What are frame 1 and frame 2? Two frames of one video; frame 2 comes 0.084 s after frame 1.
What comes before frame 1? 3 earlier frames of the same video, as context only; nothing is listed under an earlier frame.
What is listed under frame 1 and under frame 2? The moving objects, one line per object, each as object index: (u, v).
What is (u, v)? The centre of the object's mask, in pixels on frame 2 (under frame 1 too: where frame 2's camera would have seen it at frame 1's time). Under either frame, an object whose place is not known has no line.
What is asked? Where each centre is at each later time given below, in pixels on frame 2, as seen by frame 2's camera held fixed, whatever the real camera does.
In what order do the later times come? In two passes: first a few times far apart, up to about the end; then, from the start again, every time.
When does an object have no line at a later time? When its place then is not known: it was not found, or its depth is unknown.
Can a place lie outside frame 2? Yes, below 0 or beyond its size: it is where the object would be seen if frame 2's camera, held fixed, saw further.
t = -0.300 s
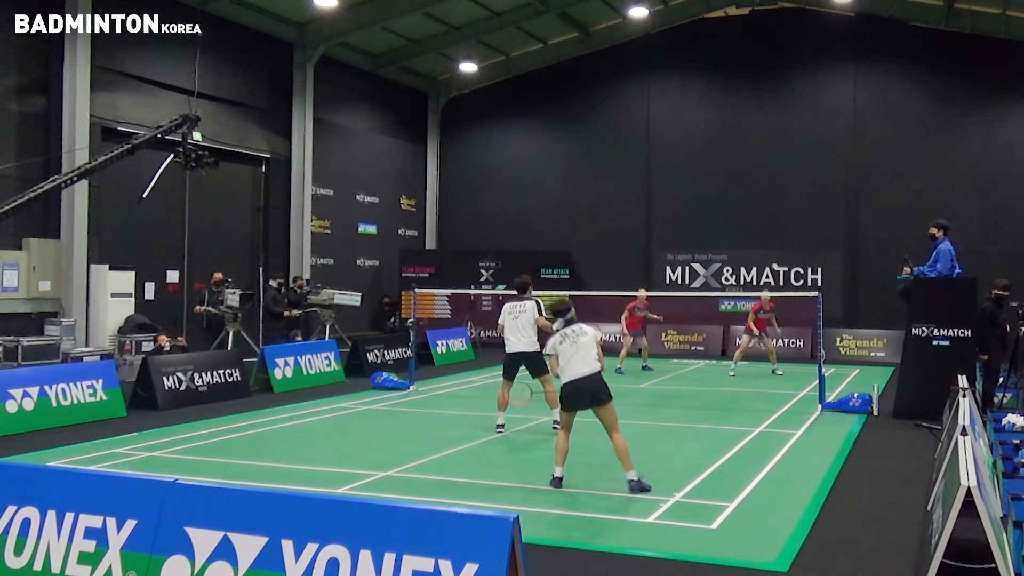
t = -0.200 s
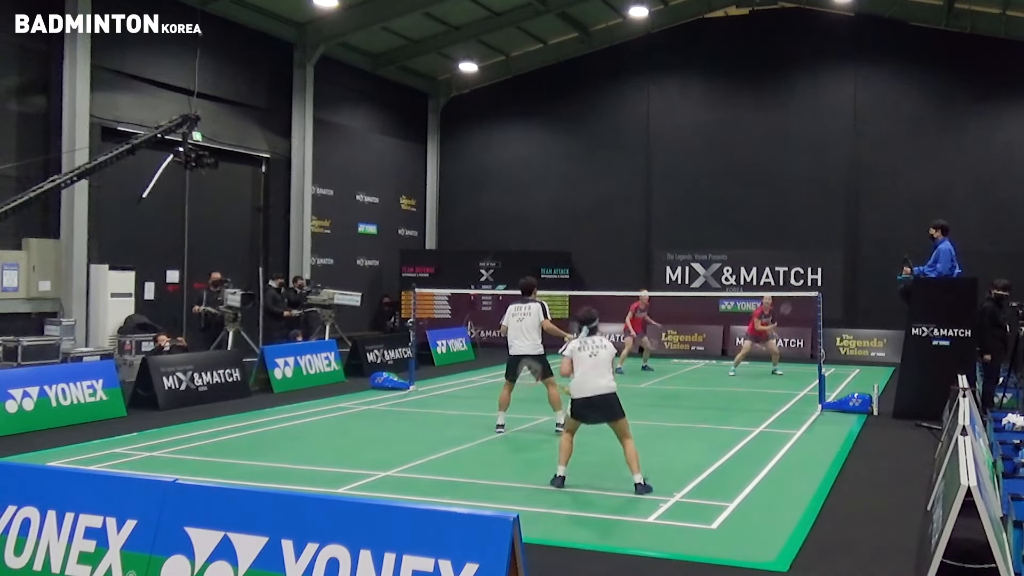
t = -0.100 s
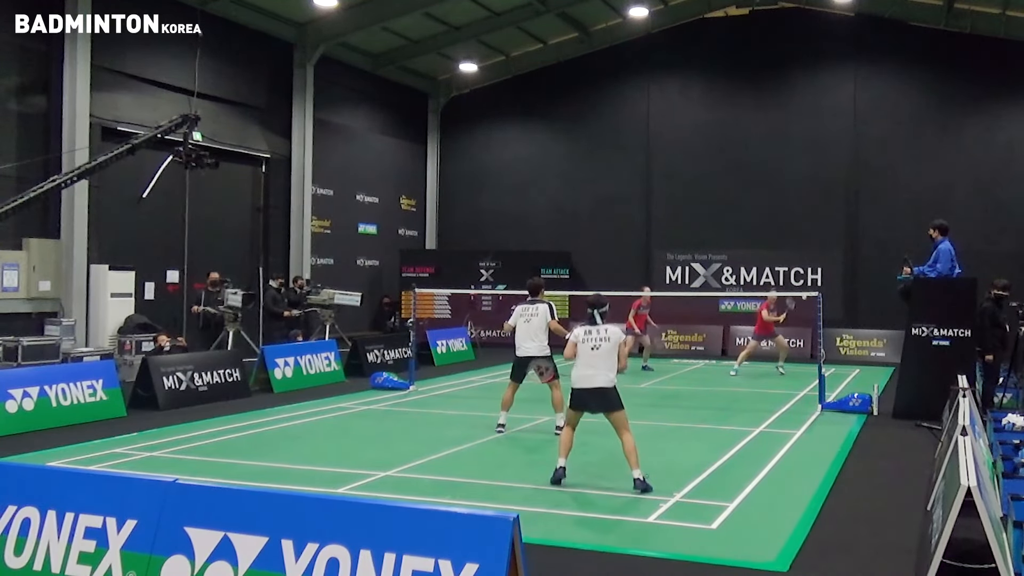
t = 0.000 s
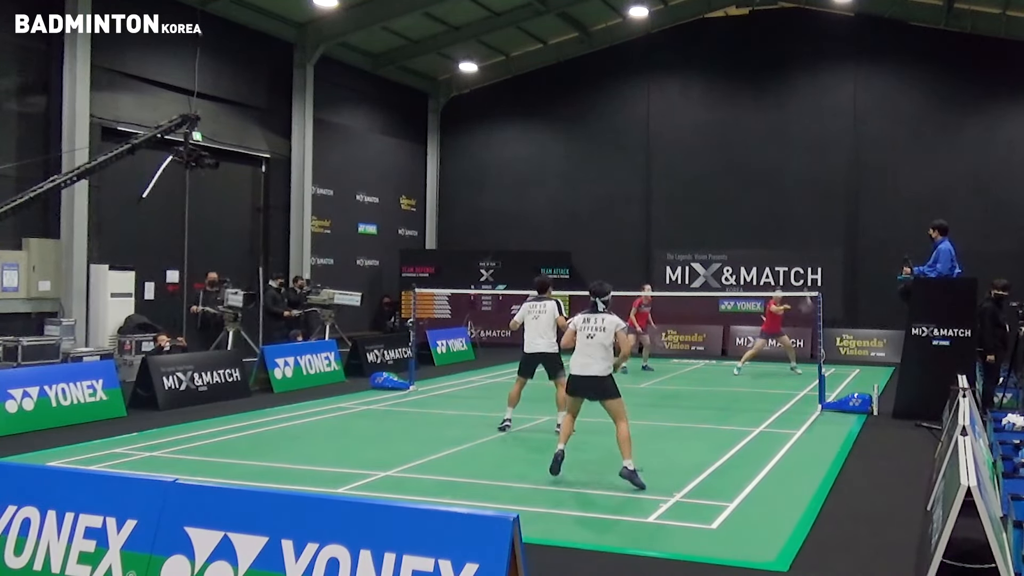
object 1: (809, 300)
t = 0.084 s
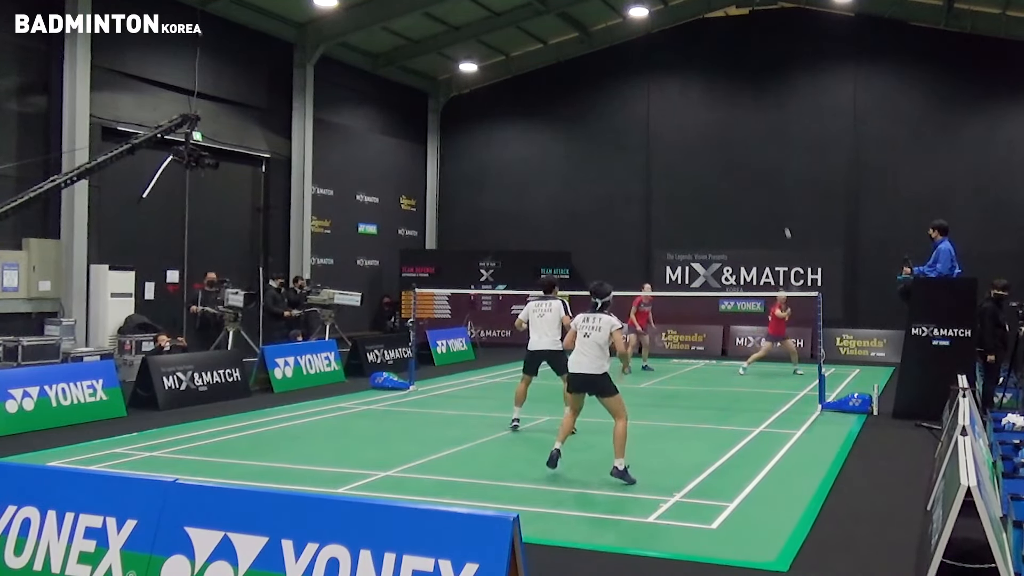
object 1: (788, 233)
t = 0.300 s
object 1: (750, 138)
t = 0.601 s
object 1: (708, 89)
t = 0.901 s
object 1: (666, 123)
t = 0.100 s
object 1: (784, 223)
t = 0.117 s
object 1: (781, 214)
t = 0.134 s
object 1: (778, 205)
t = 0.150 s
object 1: (775, 197)
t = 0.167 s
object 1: (772, 189)
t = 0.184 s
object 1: (769, 181)
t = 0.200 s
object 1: (766, 174)
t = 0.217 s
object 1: (763, 167)
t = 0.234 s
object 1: (760, 161)
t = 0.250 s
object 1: (758, 154)
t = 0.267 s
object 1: (755, 148)
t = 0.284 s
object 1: (753, 143)
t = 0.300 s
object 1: (750, 138)
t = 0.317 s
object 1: (748, 133)
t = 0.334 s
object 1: (745, 128)
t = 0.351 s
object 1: (743, 124)
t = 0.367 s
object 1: (740, 120)
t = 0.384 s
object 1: (738, 116)
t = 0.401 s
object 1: (735, 112)
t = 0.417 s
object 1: (733, 109)
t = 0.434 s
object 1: (730, 106)
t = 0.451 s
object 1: (728, 103)
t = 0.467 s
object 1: (726, 100)
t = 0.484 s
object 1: (723, 98)
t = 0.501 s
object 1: (721, 96)
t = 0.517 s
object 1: (719, 94)
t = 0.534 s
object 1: (717, 93)
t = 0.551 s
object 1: (714, 92)
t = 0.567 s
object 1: (712, 90)
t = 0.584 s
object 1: (710, 90)
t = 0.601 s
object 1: (708, 89)
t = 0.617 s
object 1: (705, 89)
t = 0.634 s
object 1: (703, 89)
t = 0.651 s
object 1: (701, 89)
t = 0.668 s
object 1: (698, 89)
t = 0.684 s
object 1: (696, 90)
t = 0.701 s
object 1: (694, 91)
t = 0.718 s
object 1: (691, 92)
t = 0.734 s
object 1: (689, 93)
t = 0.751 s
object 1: (687, 95)
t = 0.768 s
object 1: (684, 97)
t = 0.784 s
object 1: (682, 99)
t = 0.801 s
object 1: (680, 102)
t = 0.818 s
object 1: (678, 105)
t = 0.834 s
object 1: (676, 108)
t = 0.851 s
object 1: (673, 112)
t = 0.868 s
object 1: (671, 115)
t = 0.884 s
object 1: (669, 119)
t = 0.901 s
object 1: (666, 123)
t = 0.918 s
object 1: (664, 128)
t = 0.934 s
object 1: (662, 132)
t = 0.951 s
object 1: (659, 138)
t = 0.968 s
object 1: (657, 143)
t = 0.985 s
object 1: (655, 148)
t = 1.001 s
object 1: (652, 154)
